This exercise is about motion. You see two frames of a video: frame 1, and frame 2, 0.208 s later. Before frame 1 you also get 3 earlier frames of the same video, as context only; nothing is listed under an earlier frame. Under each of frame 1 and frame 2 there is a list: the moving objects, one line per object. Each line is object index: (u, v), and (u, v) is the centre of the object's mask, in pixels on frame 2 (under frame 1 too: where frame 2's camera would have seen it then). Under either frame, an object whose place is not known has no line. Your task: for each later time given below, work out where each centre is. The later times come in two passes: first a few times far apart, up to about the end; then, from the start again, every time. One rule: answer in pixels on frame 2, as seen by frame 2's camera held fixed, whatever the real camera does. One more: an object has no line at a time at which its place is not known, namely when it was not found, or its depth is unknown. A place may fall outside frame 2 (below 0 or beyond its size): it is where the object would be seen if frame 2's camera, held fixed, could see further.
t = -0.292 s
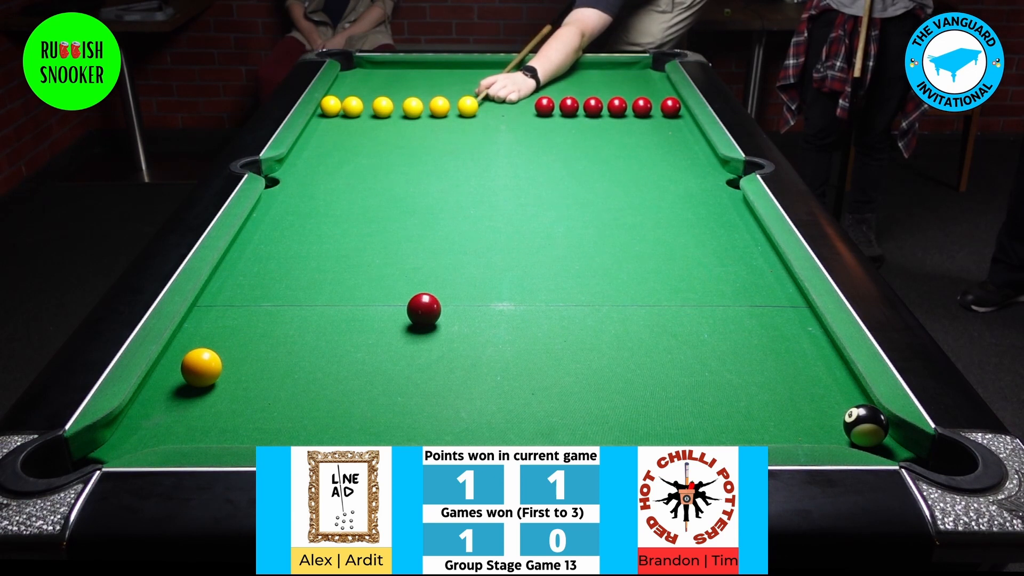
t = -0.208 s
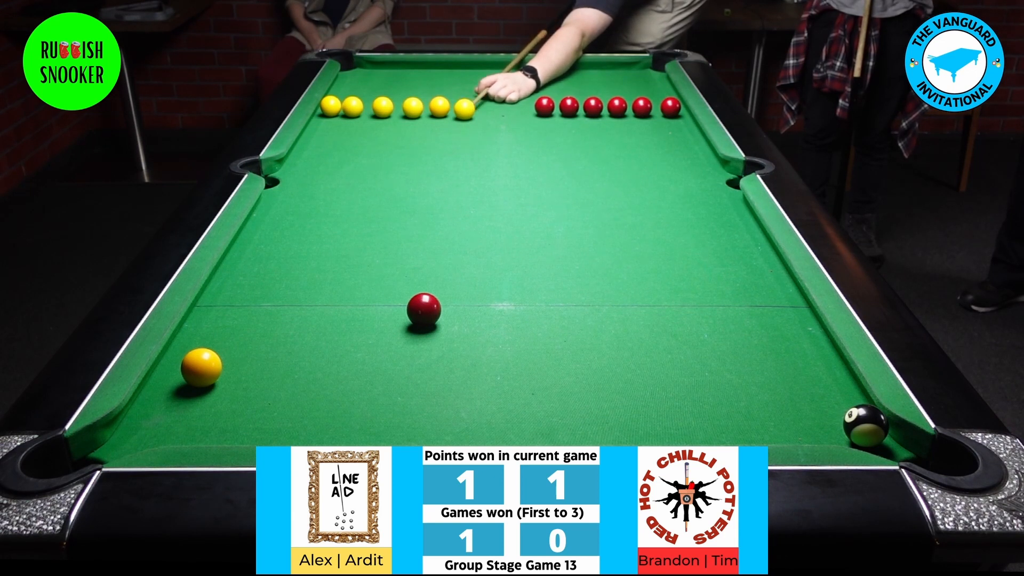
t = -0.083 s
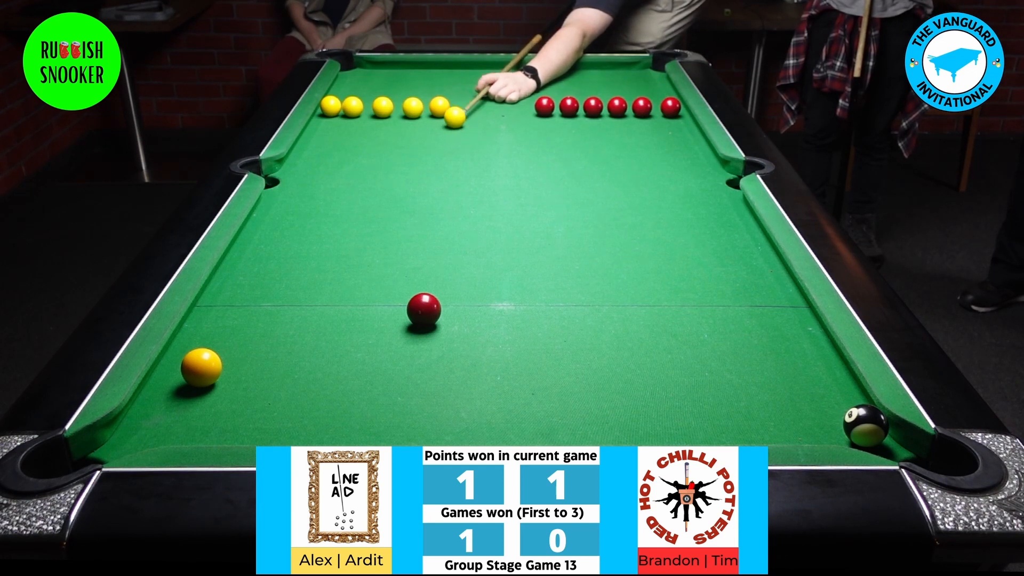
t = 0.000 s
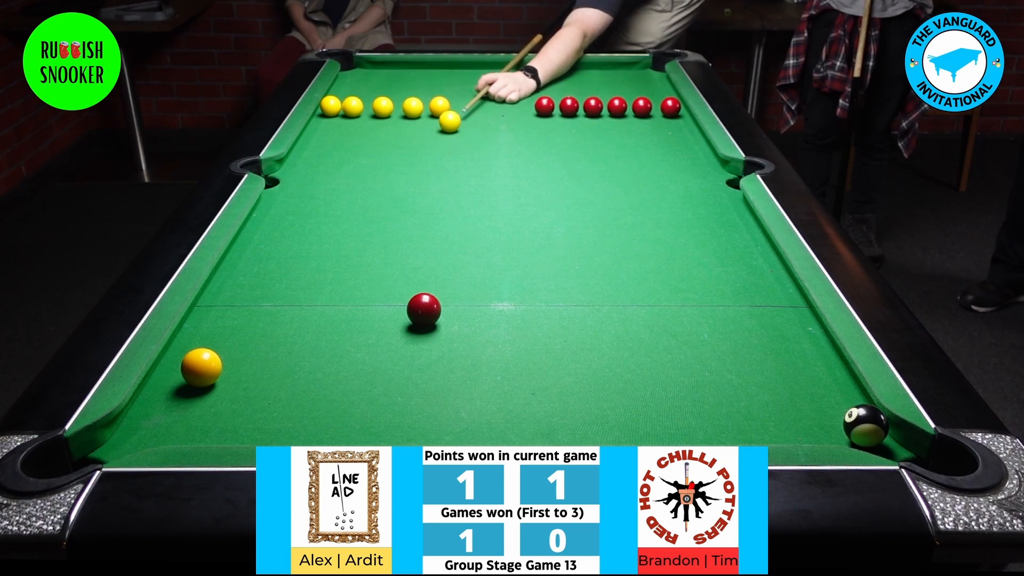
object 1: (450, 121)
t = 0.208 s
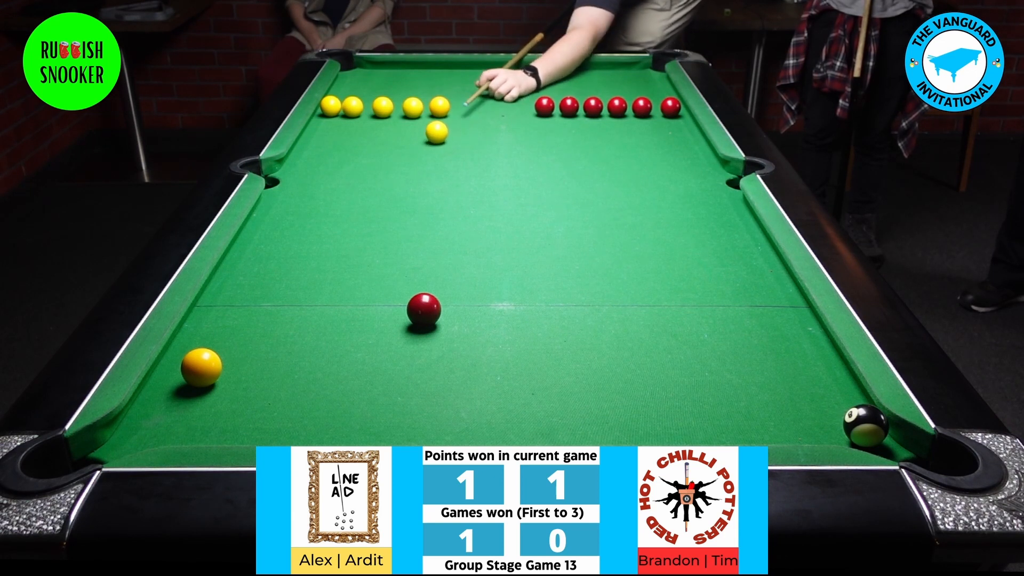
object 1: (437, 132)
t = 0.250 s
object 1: (434, 134)
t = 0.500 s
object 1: (417, 149)
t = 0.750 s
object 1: (401, 162)
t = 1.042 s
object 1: (381, 179)
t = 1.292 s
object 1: (365, 193)
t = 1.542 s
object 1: (348, 207)
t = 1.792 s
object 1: (333, 220)
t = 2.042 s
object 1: (317, 233)
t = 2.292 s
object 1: (304, 244)
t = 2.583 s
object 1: (289, 258)
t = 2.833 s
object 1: (278, 268)
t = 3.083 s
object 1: (269, 276)
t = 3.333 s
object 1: (262, 283)
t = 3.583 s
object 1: (257, 288)
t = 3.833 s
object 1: (253, 291)
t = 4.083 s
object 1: (252, 293)
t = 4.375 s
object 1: (252, 293)
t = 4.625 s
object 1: (252, 293)
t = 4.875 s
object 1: (252, 293)
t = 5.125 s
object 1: (252, 293)
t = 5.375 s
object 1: (252, 293)
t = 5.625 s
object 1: (252, 293)
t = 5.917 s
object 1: (252, 293)
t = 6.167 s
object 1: (252, 293)
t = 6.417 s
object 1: (252, 293)
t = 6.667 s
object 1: (252, 294)
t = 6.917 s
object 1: (252, 294)
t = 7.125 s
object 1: (252, 294)
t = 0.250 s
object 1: (434, 134)
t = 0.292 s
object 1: (431, 136)
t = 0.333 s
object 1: (427, 140)
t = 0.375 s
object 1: (425, 142)
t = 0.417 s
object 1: (422, 144)
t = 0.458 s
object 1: (419, 146)
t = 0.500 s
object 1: (417, 149)
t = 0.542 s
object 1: (414, 151)
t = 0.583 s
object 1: (411, 153)
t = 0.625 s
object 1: (409, 155)
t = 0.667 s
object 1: (406, 158)
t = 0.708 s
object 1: (403, 160)
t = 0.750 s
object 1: (401, 162)
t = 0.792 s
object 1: (398, 164)
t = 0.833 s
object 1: (394, 168)
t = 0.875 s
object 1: (391, 170)
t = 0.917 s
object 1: (389, 172)
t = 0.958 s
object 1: (386, 175)
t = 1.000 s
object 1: (383, 177)
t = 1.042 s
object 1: (381, 179)
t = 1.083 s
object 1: (378, 181)
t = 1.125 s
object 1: (375, 184)
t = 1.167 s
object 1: (373, 186)
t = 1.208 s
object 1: (370, 188)
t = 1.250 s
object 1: (367, 190)
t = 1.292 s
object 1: (365, 193)
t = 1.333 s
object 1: (361, 196)
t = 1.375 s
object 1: (358, 198)
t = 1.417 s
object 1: (355, 200)
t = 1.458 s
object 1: (353, 202)
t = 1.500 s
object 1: (350, 205)
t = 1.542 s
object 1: (348, 207)
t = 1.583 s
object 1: (345, 209)
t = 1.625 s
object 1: (343, 211)
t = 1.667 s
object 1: (340, 213)
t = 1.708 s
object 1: (338, 215)
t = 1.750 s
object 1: (335, 217)
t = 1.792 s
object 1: (333, 220)
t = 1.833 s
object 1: (329, 223)
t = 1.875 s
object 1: (327, 225)
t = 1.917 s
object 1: (324, 227)
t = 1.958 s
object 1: (322, 229)
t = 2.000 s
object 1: (320, 231)
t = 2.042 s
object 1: (317, 233)
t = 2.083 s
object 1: (315, 235)
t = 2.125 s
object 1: (313, 237)
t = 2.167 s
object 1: (310, 239)
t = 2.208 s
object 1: (308, 241)
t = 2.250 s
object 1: (306, 242)
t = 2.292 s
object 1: (304, 244)
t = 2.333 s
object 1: (301, 247)
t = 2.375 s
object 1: (299, 249)
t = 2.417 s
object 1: (297, 251)
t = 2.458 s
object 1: (295, 253)
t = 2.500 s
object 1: (293, 254)
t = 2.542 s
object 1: (291, 256)
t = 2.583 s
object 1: (289, 258)
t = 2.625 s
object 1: (287, 259)
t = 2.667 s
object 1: (285, 261)
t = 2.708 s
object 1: (284, 262)
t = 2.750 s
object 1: (282, 264)
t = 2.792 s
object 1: (280, 265)
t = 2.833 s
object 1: (278, 268)
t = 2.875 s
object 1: (276, 269)
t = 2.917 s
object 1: (275, 270)
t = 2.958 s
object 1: (274, 272)
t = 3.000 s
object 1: (272, 273)
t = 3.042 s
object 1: (271, 274)
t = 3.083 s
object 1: (269, 276)
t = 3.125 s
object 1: (268, 277)
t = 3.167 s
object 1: (267, 278)
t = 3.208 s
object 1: (266, 279)
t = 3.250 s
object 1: (265, 280)
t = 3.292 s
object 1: (263, 281)
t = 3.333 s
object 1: (262, 283)
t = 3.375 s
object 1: (261, 284)
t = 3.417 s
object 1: (260, 284)
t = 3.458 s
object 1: (259, 285)
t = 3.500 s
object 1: (258, 286)
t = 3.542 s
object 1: (258, 287)
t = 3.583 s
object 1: (257, 288)
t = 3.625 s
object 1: (256, 288)
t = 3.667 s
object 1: (256, 289)
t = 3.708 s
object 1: (255, 289)
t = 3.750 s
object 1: (254, 290)
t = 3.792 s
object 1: (254, 290)
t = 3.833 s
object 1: (253, 291)
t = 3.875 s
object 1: (253, 292)
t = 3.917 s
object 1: (253, 292)
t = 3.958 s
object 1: (252, 292)
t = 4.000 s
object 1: (252, 292)
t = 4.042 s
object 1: (252, 293)
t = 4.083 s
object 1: (252, 293)
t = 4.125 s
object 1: (252, 293)
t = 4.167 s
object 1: (252, 293)
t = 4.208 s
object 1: (252, 293)
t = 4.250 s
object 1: (252, 293)
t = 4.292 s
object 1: (252, 293)
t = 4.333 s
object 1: (252, 293)
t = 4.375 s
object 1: (252, 293)
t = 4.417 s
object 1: (252, 293)
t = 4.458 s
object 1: (252, 293)
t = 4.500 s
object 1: (252, 293)
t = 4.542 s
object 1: (252, 293)
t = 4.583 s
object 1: (252, 293)
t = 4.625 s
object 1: (252, 293)
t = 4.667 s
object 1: (252, 293)
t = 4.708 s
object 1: (252, 293)
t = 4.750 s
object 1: (252, 293)
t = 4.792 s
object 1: (252, 293)
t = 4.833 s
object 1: (252, 293)
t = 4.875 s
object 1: (252, 293)
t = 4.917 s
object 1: (252, 293)
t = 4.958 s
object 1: (252, 293)
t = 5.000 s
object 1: (252, 293)
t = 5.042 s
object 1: (252, 293)
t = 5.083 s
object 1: (252, 293)
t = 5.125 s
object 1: (252, 293)
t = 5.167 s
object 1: (252, 293)
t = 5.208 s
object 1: (252, 293)
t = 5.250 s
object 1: (252, 293)
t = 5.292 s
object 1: (252, 293)
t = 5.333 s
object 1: (252, 293)
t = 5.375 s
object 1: (252, 293)
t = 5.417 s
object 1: (252, 293)
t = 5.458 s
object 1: (252, 293)
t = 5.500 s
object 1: (252, 293)
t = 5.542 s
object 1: (252, 293)
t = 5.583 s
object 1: (252, 293)
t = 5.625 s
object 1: (252, 293)
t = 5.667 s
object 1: (252, 293)
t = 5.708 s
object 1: (252, 293)
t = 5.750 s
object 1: (252, 293)
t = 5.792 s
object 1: (252, 293)
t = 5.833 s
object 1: (252, 293)
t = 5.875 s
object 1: (252, 293)
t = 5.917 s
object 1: (252, 293)
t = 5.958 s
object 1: (252, 293)
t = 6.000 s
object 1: (252, 293)
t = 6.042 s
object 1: (252, 293)
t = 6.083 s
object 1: (252, 293)
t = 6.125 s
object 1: (252, 293)
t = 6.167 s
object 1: (252, 293)
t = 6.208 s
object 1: (252, 293)
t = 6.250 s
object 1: (252, 293)
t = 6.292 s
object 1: (252, 293)
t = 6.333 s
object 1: (252, 293)
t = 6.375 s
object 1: (252, 293)
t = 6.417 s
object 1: (252, 293)
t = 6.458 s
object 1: (252, 293)
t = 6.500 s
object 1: (252, 293)
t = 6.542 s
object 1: (252, 293)
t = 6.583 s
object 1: (252, 293)
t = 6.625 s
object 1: (252, 293)
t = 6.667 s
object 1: (252, 294)
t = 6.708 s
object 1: (252, 294)
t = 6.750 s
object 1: (252, 294)
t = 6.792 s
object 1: (252, 294)
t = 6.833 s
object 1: (252, 294)
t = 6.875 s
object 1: (252, 294)
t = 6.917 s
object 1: (252, 294)
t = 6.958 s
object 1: (252, 294)
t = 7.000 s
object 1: (252, 294)
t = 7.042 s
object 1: (252, 294)
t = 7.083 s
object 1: (252, 294)
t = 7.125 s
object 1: (252, 294)
